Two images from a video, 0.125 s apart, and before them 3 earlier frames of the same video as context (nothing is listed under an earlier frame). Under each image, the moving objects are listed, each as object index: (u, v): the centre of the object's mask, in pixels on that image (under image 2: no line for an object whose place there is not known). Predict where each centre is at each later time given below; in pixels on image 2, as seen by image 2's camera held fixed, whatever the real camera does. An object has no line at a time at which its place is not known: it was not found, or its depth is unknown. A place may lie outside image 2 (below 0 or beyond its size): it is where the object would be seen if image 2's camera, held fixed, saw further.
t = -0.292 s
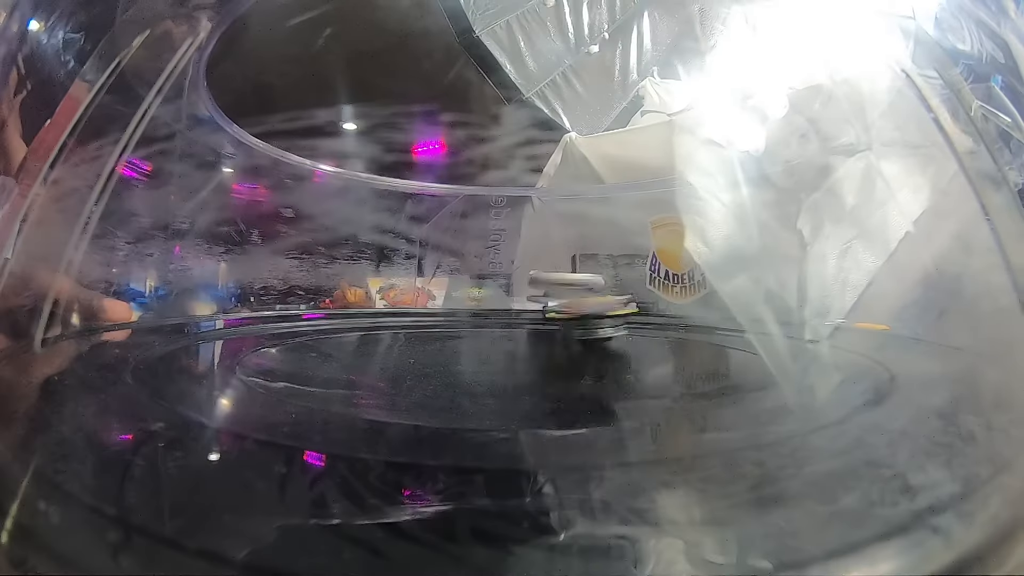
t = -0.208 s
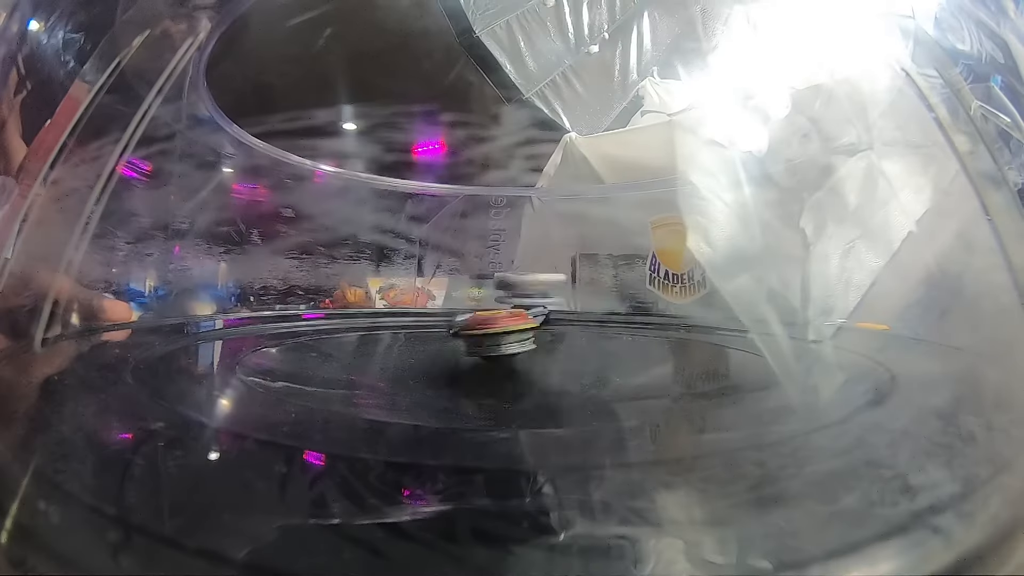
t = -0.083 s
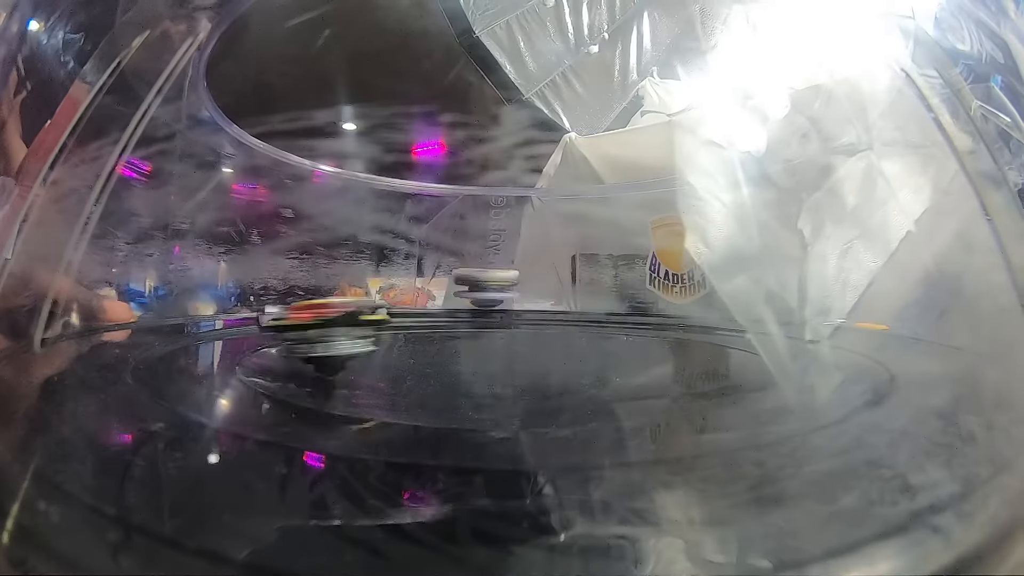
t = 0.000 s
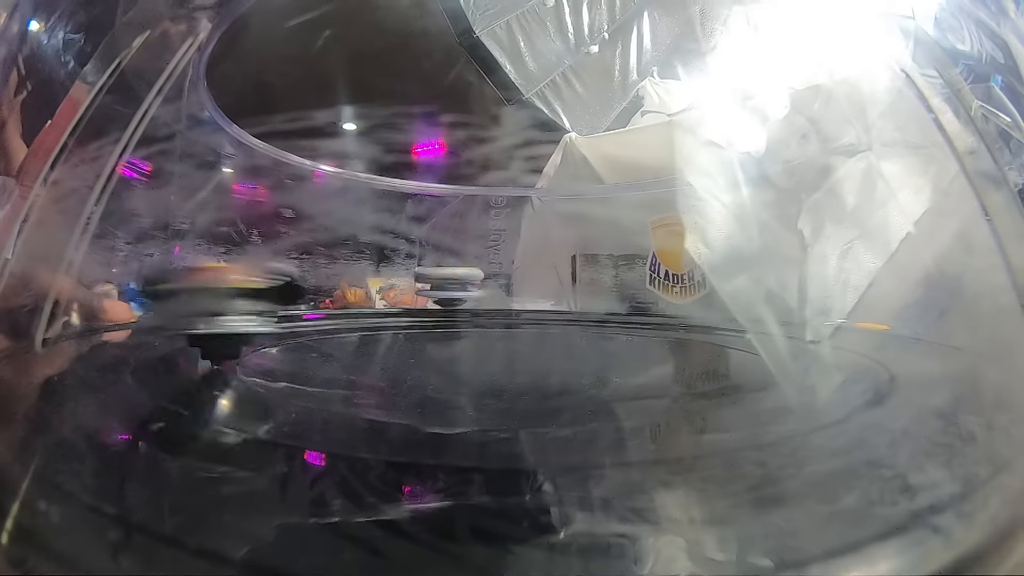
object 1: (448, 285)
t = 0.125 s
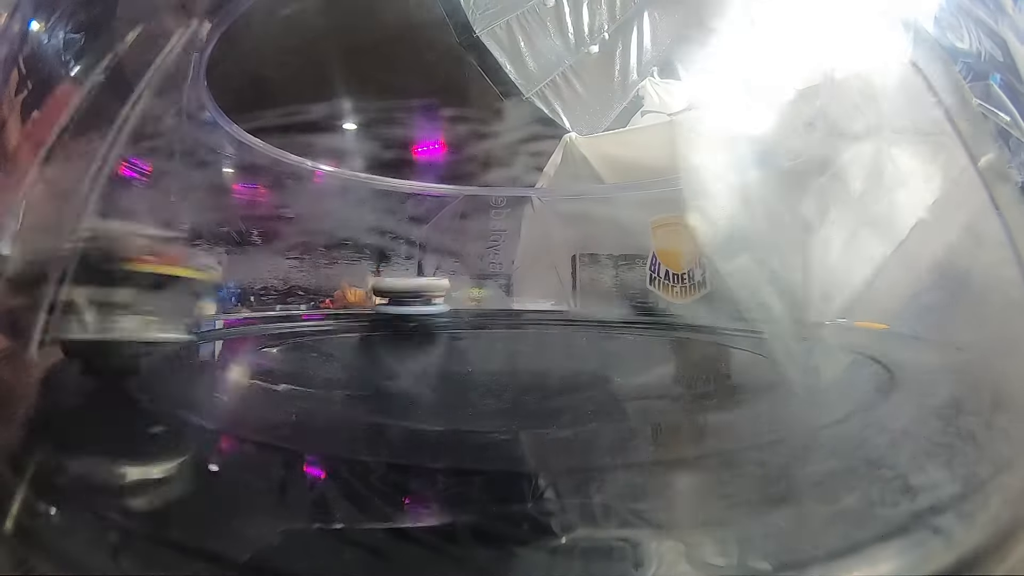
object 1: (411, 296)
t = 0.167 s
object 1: (398, 298)
